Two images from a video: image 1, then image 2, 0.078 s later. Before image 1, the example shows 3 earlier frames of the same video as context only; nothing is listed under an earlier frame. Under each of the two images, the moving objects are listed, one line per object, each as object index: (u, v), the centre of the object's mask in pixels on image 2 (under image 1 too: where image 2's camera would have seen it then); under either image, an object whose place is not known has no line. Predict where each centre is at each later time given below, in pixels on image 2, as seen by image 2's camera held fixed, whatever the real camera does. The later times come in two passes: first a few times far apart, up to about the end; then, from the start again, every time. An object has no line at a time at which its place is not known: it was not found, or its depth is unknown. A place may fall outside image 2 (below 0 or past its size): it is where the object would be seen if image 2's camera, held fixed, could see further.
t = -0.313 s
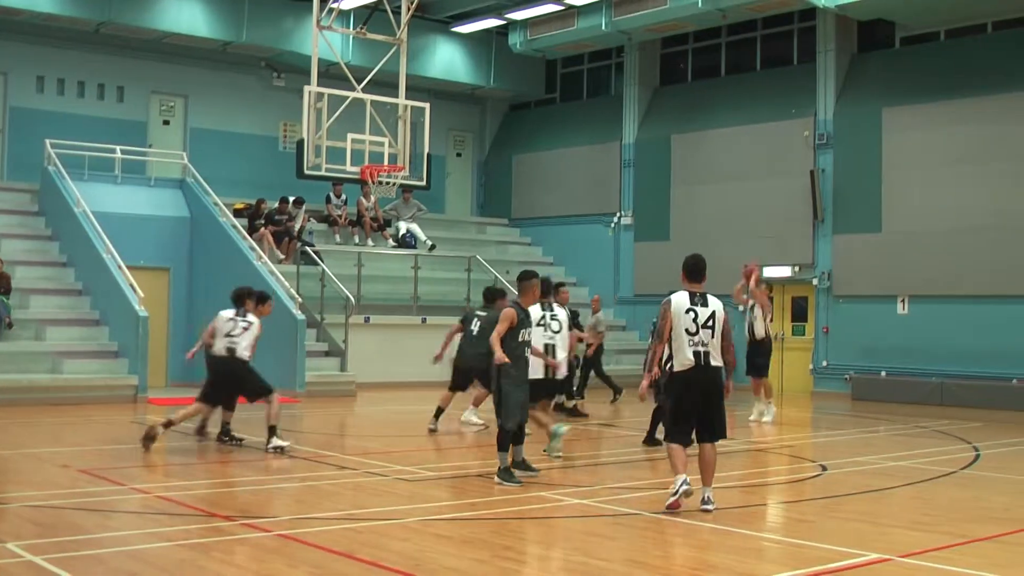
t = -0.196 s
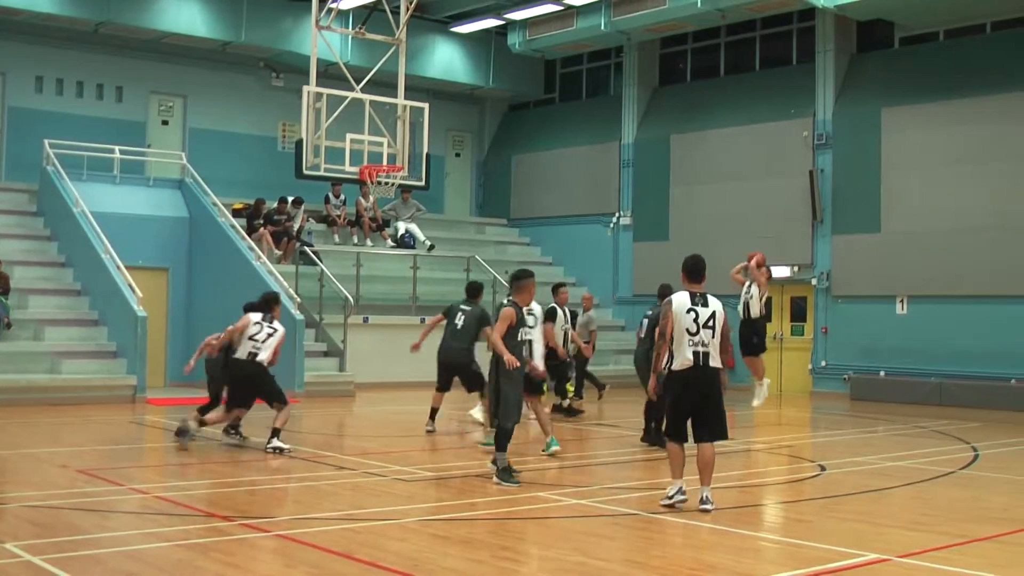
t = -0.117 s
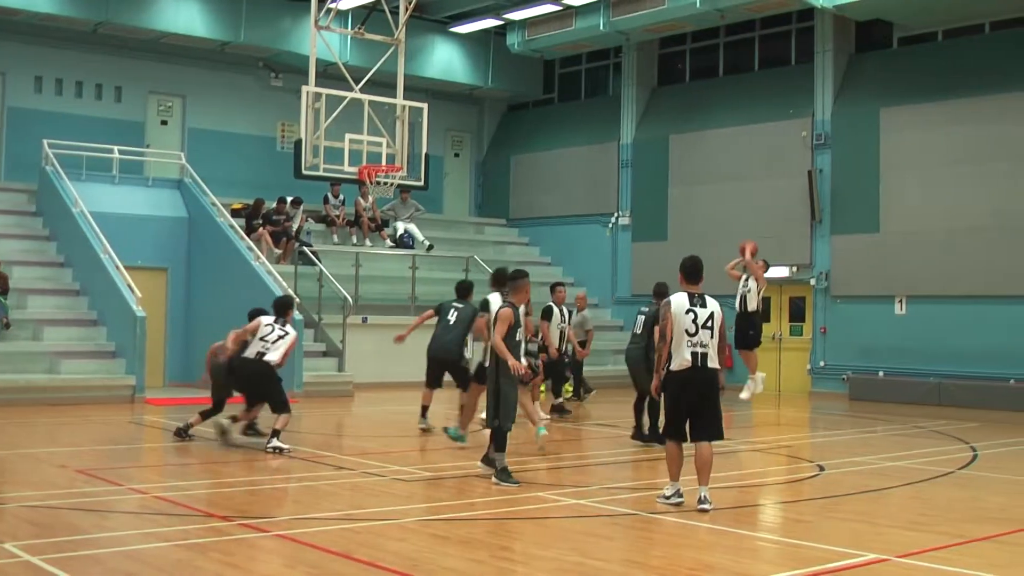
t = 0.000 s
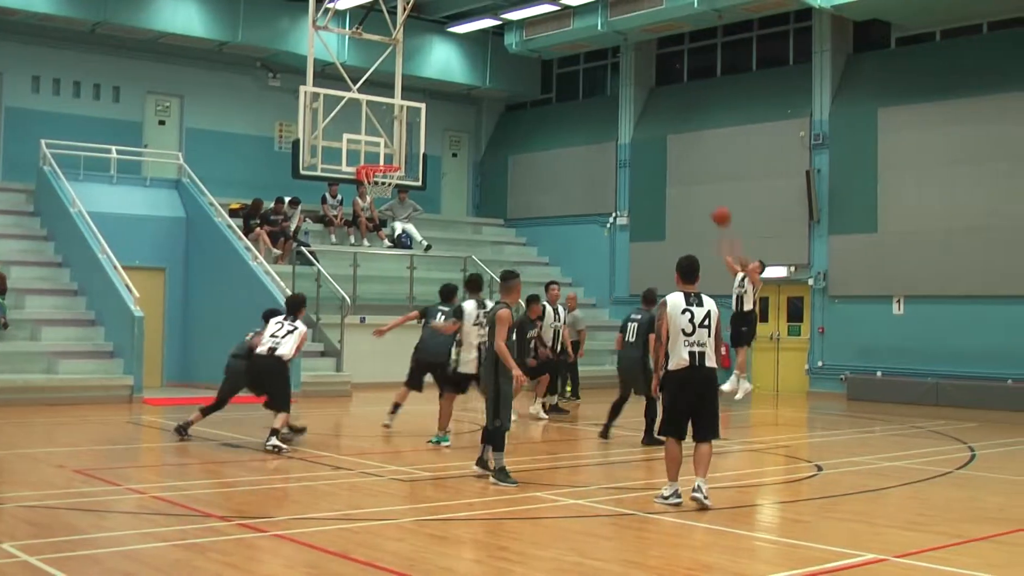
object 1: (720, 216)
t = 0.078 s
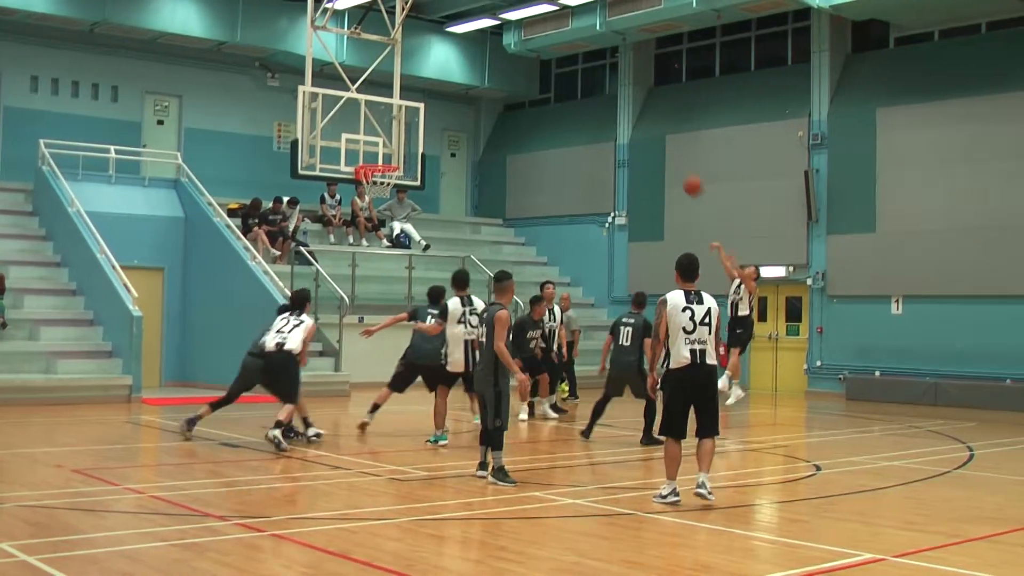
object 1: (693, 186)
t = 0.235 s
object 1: (638, 140)
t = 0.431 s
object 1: (567, 107)
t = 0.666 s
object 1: (480, 108)
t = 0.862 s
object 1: (403, 143)
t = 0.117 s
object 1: (678, 174)
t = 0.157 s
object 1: (665, 160)
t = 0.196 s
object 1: (652, 149)
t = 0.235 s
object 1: (638, 140)
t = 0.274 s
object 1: (623, 130)
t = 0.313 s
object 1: (610, 123)
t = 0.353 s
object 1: (597, 116)
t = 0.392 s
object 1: (582, 110)
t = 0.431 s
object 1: (567, 107)
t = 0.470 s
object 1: (554, 103)
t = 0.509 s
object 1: (539, 102)
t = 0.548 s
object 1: (524, 101)
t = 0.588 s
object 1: (509, 102)
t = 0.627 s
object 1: (495, 104)
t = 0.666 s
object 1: (480, 108)
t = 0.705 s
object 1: (465, 112)
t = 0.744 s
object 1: (449, 118)
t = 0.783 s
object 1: (435, 125)
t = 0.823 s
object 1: (419, 133)
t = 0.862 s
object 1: (403, 143)
